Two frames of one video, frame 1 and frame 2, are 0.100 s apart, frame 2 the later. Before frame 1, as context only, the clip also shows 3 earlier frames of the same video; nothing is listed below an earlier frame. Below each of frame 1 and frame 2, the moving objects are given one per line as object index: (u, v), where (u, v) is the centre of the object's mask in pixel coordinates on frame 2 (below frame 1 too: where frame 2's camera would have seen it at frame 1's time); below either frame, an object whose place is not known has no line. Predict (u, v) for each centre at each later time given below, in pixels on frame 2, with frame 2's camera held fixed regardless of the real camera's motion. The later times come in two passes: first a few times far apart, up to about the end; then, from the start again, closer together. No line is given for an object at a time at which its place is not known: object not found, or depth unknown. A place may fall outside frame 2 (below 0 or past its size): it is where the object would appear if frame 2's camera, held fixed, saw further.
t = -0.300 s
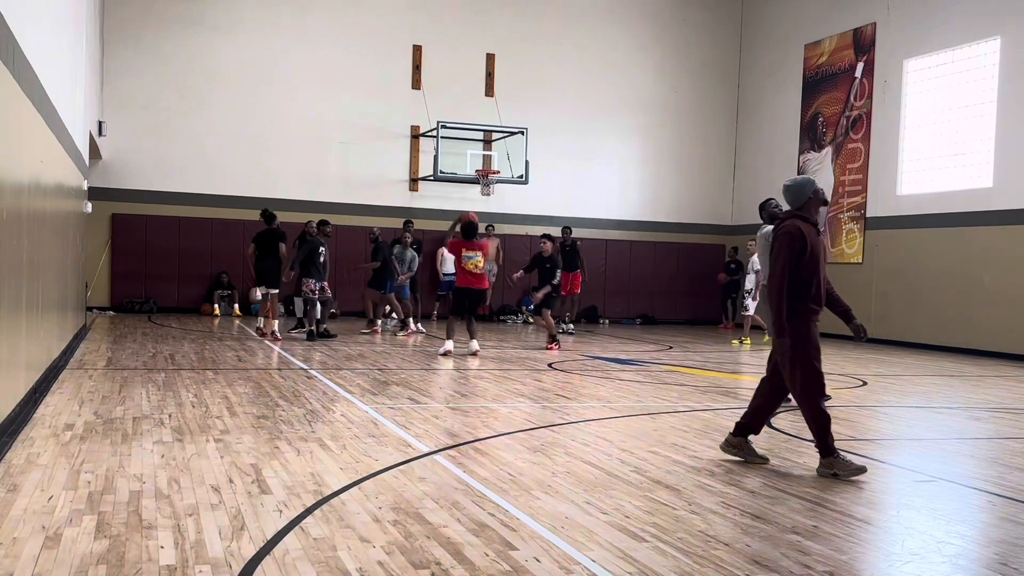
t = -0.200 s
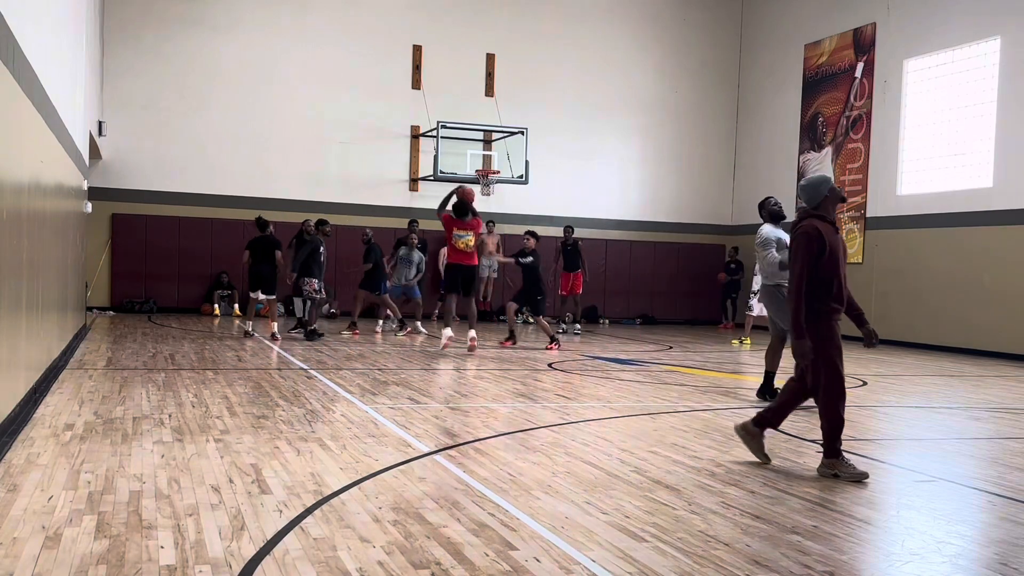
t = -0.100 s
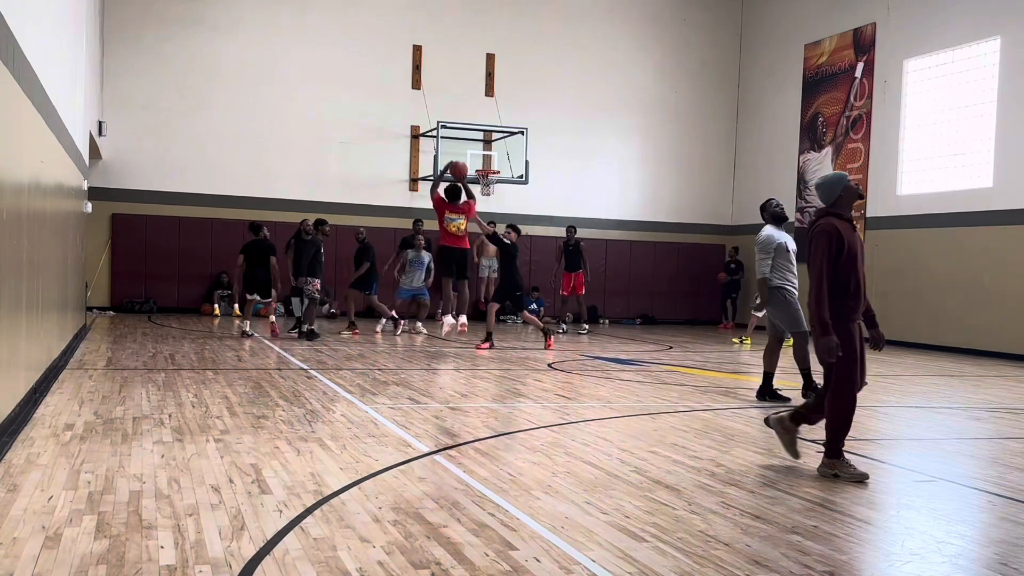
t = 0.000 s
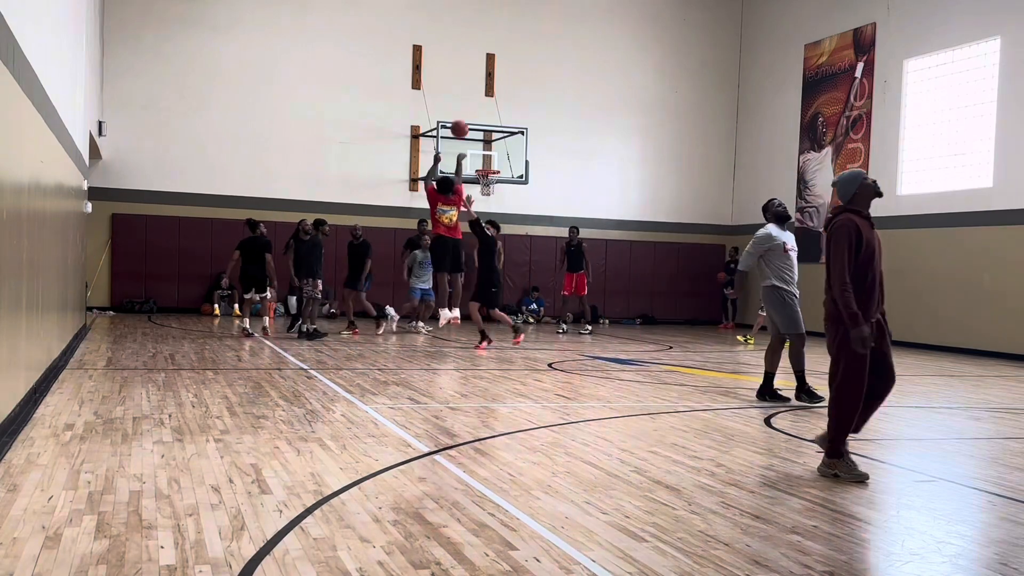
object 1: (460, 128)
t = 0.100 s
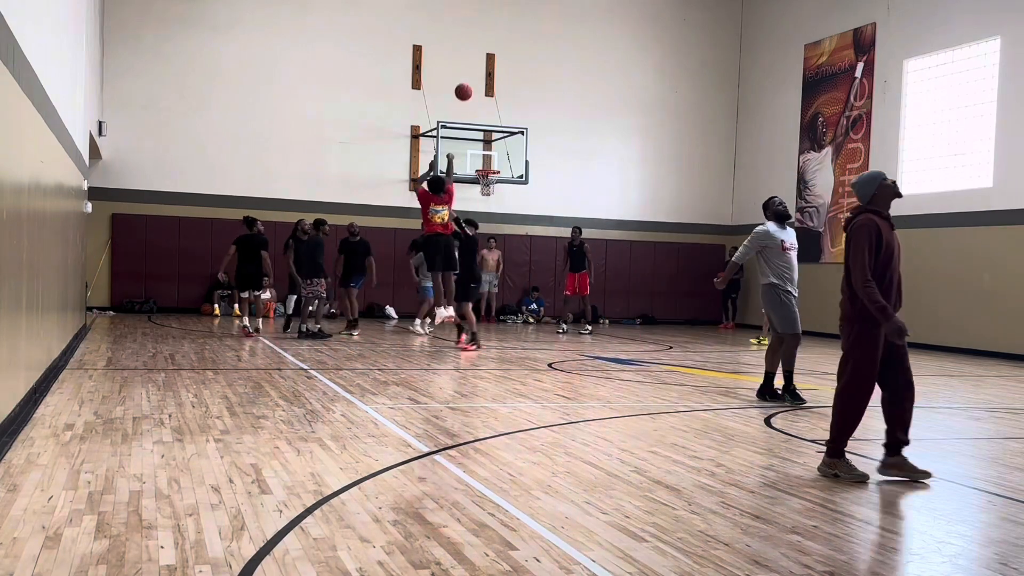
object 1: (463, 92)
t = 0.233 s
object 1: (468, 58)
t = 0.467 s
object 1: (474, 33)
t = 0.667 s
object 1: (478, 41)
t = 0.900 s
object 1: (481, 77)
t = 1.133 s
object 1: (482, 136)
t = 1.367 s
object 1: (491, 176)
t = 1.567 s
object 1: (487, 180)
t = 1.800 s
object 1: (484, 191)
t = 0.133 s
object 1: (465, 82)
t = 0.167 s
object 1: (466, 73)
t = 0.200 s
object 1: (467, 65)
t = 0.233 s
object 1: (468, 58)
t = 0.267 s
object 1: (469, 52)
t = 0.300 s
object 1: (470, 47)
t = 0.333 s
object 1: (471, 42)
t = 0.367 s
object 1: (471, 39)
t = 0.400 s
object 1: (472, 36)
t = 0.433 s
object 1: (473, 34)
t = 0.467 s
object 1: (474, 33)
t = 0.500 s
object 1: (475, 33)
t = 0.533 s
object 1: (476, 33)
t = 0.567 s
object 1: (477, 34)
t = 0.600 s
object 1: (477, 36)
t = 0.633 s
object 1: (478, 38)
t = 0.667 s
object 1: (478, 41)
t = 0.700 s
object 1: (479, 44)
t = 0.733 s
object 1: (480, 48)
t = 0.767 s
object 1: (480, 53)
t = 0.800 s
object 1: (480, 58)
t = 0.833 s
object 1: (481, 64)
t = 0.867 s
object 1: (481, 70)
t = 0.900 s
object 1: (481, 77)
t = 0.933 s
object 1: (481, 84)
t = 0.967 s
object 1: (481, 91)
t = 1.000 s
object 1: (482, 100)
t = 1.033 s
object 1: (483, 108)
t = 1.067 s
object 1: (483, 117)
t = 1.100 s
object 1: (483, 126)
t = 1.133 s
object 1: (482, 136)
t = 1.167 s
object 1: (484, 146)
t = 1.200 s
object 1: (483, 156)
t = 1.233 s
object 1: (483, 165)
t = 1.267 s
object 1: (481, 170)
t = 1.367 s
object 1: (491, 176)
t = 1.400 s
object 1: (491, 177)
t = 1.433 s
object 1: (489, 178)
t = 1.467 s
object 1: (491, 181)
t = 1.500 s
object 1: (491, 179)
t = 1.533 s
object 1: (487, 181)
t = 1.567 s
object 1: (487, 180)
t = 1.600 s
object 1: (488, 180)
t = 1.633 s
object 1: (487, 181)
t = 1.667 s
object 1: (487, 180)
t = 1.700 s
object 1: (486, 181)
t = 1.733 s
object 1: (486, 185)
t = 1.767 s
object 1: (485, 189)
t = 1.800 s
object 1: (484, 191)
